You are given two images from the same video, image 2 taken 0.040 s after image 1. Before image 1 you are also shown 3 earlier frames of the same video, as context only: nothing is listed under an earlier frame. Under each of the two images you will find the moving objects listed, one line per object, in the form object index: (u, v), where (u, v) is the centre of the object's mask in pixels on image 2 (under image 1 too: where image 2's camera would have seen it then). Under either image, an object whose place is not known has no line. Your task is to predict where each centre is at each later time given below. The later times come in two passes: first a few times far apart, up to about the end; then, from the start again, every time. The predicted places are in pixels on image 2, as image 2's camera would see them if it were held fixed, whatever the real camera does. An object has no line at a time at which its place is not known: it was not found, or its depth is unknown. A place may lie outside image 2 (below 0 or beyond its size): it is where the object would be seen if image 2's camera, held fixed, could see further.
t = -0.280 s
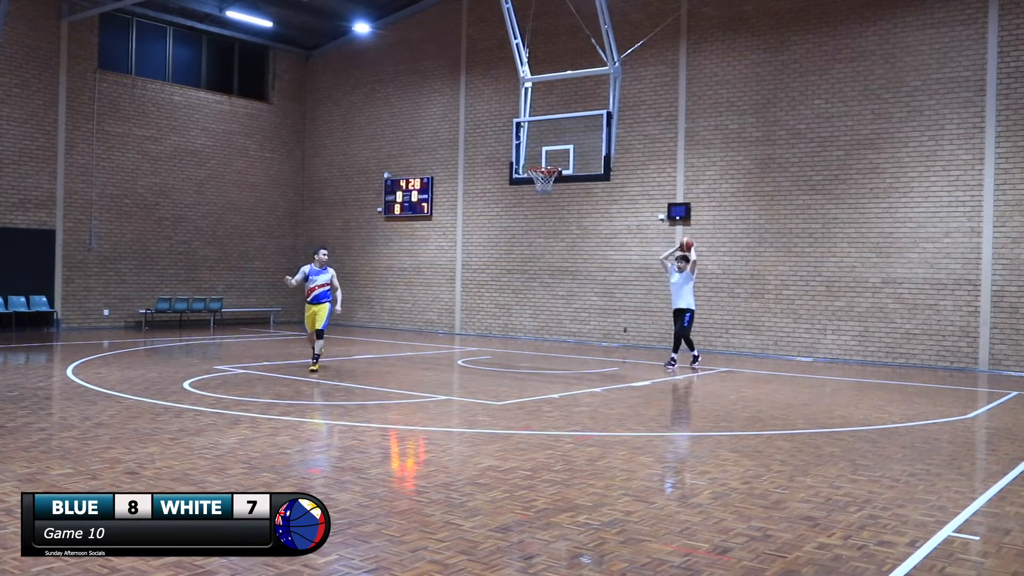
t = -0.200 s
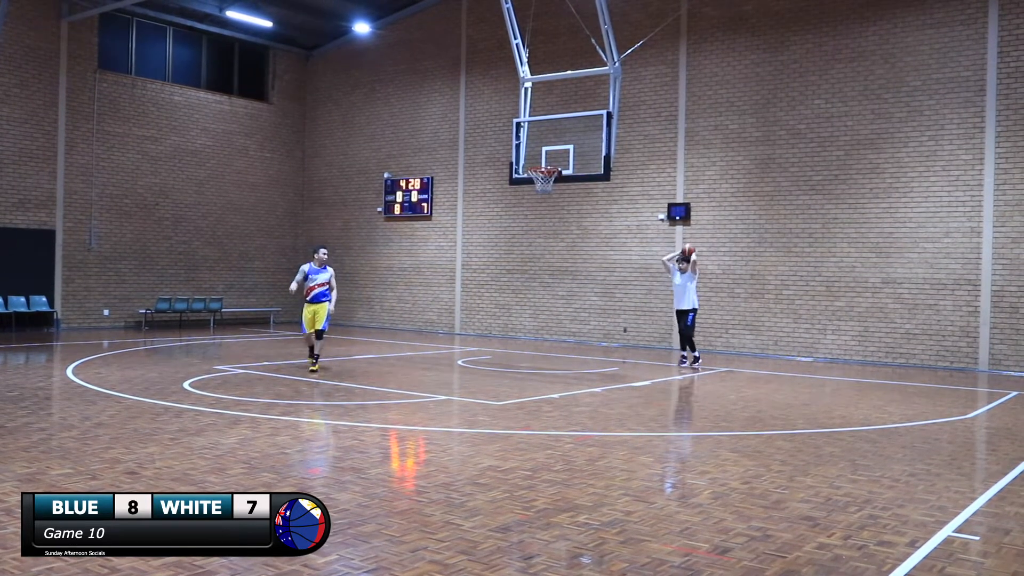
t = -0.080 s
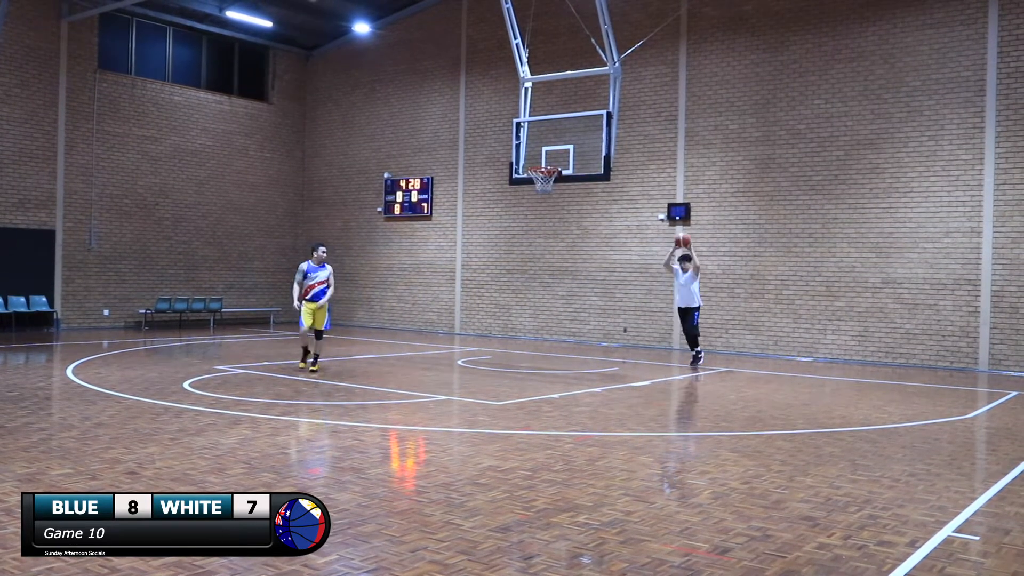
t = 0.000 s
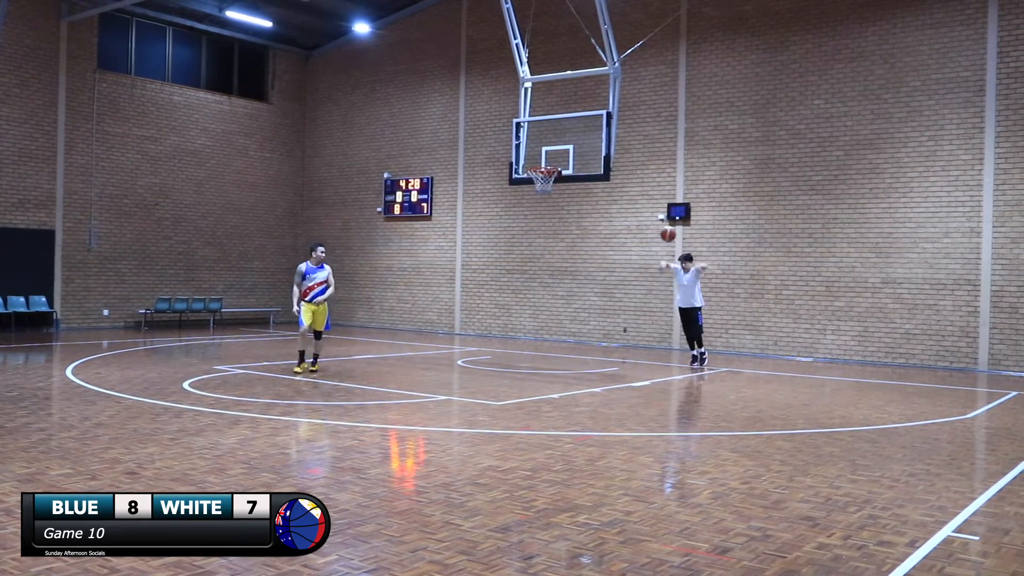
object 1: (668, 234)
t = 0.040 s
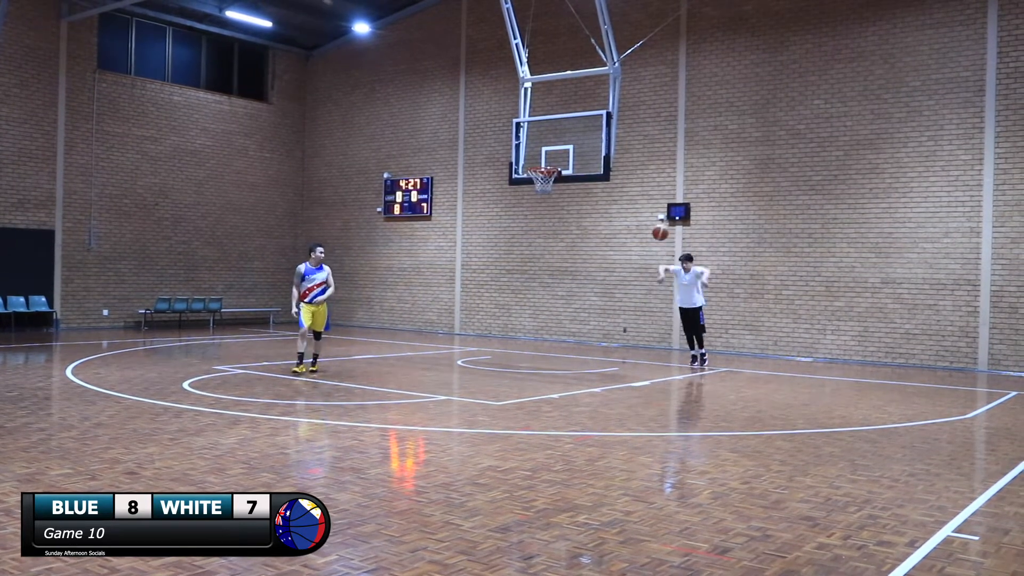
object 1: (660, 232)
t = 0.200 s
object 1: (624, 238)
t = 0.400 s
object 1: (567, 278)
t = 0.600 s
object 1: (487, 379)
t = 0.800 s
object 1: (417, 357)
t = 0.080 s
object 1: (652, 232)
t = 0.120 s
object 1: (643, 234)
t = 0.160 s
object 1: (633, 235)
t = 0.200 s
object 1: (624, 238)
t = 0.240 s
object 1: (613, 242)
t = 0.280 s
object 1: (603, 248)
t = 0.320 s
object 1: (591, 256)
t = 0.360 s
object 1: (579, 266)
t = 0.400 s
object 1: (567, 278)
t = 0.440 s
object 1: (553, 292)
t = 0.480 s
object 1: (538, 309)
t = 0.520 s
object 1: (522, 329)
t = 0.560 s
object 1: (505, 352)
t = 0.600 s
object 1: (487, 379)
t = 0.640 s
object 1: (467, 411)
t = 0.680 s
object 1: (452, 412)
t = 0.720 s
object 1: (441, 392)
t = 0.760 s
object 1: (429, 373)
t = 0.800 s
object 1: (417, 357)
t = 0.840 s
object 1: (403, 341)
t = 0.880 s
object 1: (389, 325)
